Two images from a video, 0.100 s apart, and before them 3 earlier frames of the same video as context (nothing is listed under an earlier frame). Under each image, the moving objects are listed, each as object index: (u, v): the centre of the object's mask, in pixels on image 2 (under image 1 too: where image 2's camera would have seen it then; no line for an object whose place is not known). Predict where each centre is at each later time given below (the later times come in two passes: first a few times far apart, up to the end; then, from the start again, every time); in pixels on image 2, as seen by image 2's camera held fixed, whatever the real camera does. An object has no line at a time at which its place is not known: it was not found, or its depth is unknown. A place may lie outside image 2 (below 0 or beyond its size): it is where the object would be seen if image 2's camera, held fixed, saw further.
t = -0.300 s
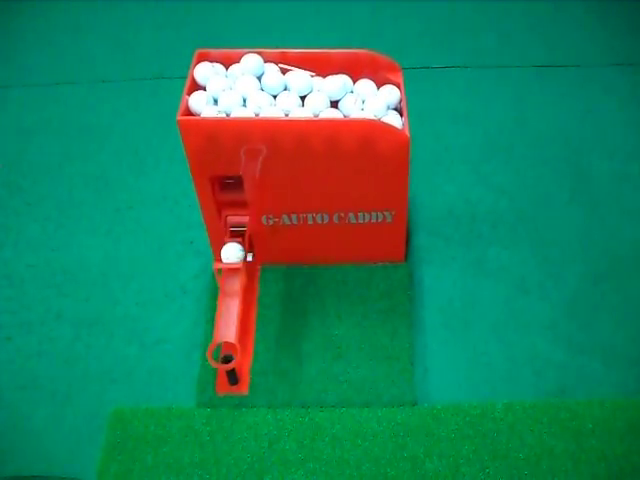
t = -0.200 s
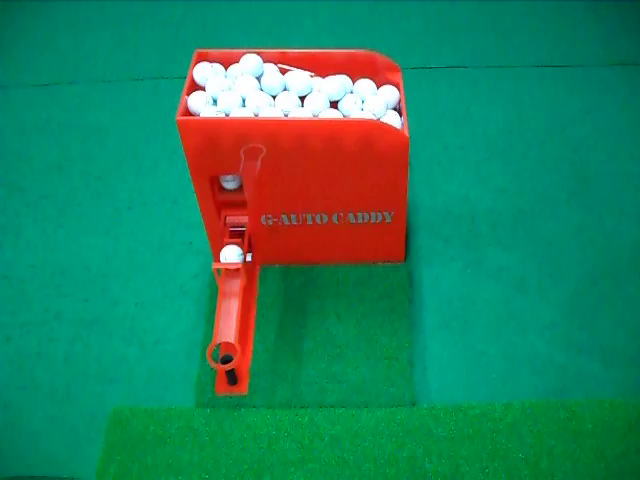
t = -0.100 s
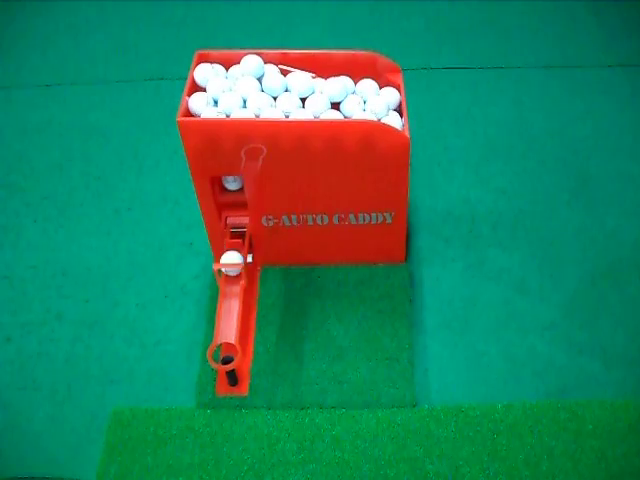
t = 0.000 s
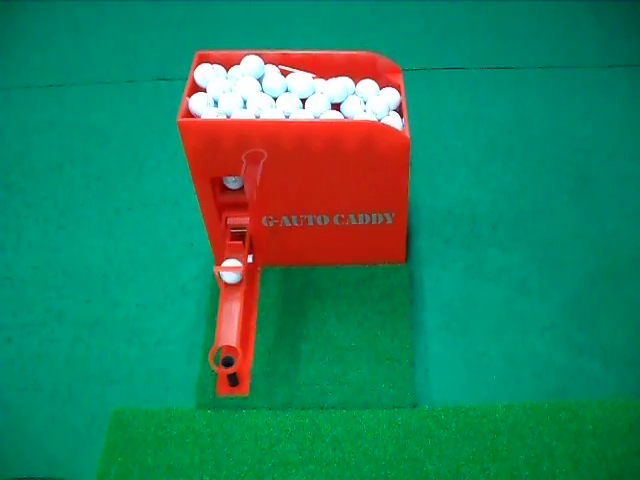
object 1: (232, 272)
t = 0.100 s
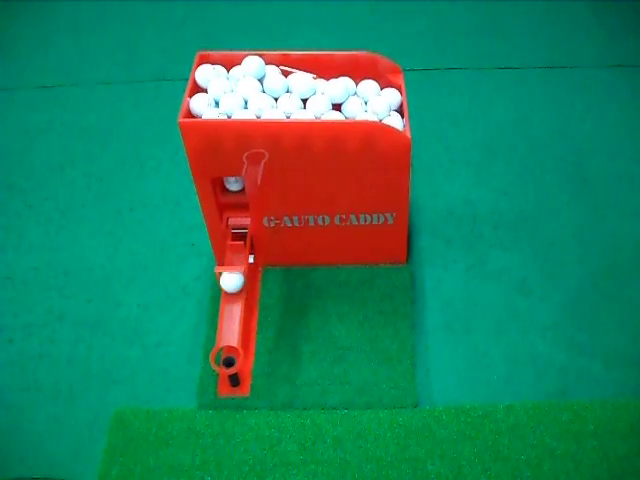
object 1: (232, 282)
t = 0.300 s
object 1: (230, 304)
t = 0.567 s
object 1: (225, 351)
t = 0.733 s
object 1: (226, 354)
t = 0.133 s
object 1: (231, 284)
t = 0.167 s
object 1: (231, 287)
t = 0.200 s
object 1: (231, 291)
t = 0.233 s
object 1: (231, 295)
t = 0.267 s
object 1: (230, 299)
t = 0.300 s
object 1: (230, 304)
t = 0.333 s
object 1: (229, 309)
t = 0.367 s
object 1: (228, 313)
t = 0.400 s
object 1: (228, 319)
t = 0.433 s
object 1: (227, 324)
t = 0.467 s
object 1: (227, 330)
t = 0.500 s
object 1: (226, 336)
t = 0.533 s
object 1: (226, 343)
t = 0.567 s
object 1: (225, 351)
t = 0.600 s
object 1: (226, 356)
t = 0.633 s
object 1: (227, 356)
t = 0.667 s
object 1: (227, 355)
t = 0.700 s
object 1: (226, 354)
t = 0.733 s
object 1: (226, 354)
